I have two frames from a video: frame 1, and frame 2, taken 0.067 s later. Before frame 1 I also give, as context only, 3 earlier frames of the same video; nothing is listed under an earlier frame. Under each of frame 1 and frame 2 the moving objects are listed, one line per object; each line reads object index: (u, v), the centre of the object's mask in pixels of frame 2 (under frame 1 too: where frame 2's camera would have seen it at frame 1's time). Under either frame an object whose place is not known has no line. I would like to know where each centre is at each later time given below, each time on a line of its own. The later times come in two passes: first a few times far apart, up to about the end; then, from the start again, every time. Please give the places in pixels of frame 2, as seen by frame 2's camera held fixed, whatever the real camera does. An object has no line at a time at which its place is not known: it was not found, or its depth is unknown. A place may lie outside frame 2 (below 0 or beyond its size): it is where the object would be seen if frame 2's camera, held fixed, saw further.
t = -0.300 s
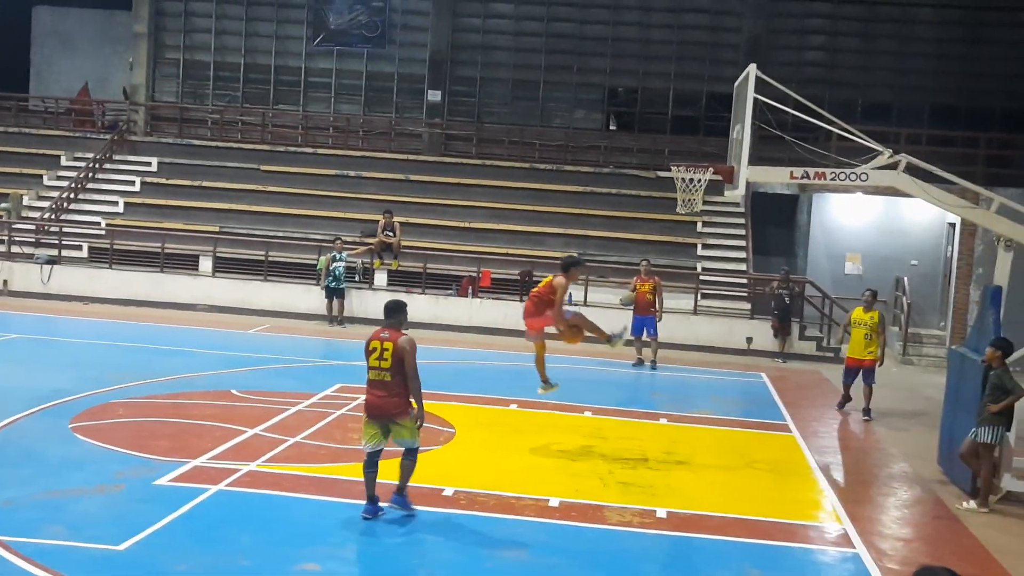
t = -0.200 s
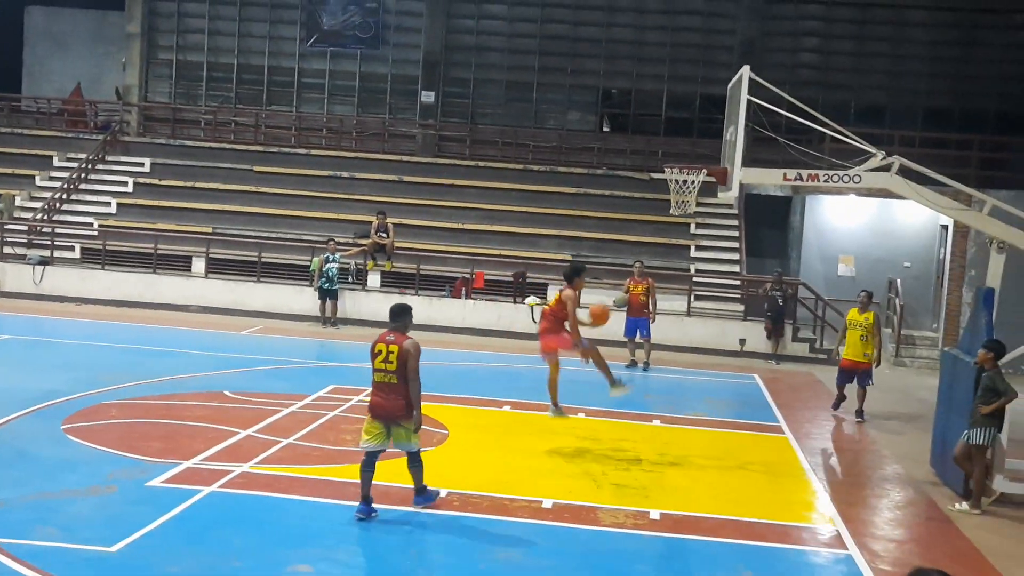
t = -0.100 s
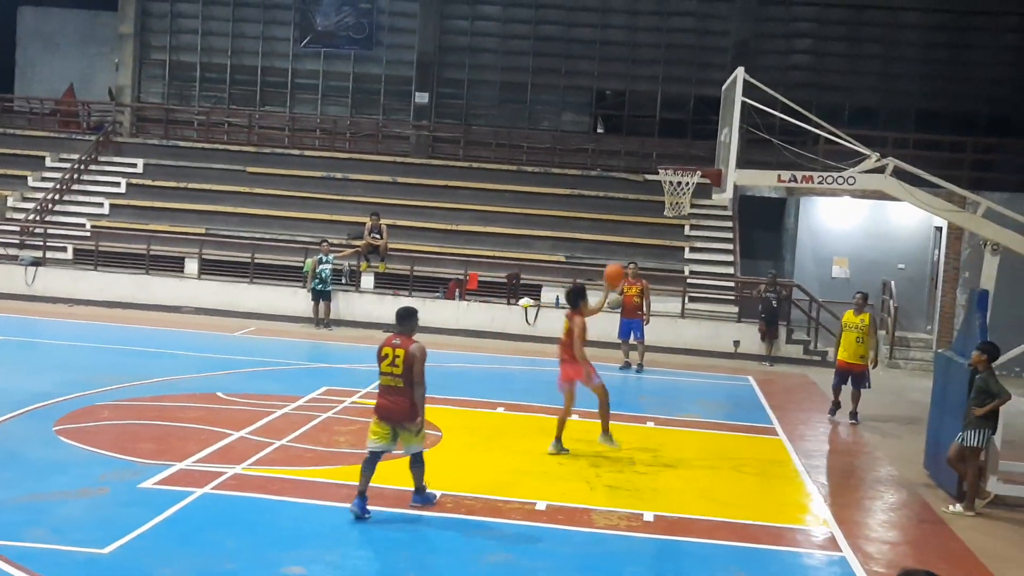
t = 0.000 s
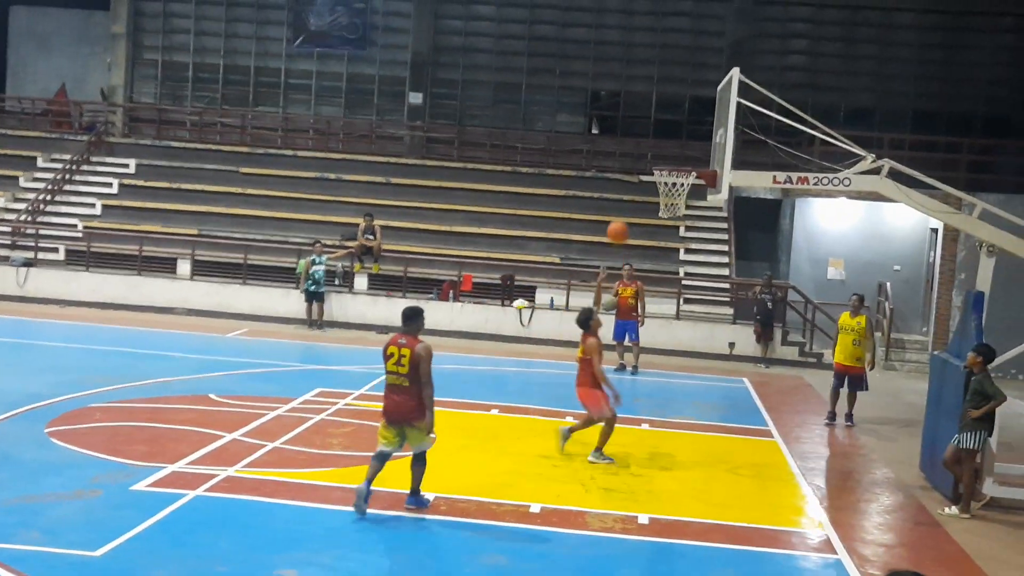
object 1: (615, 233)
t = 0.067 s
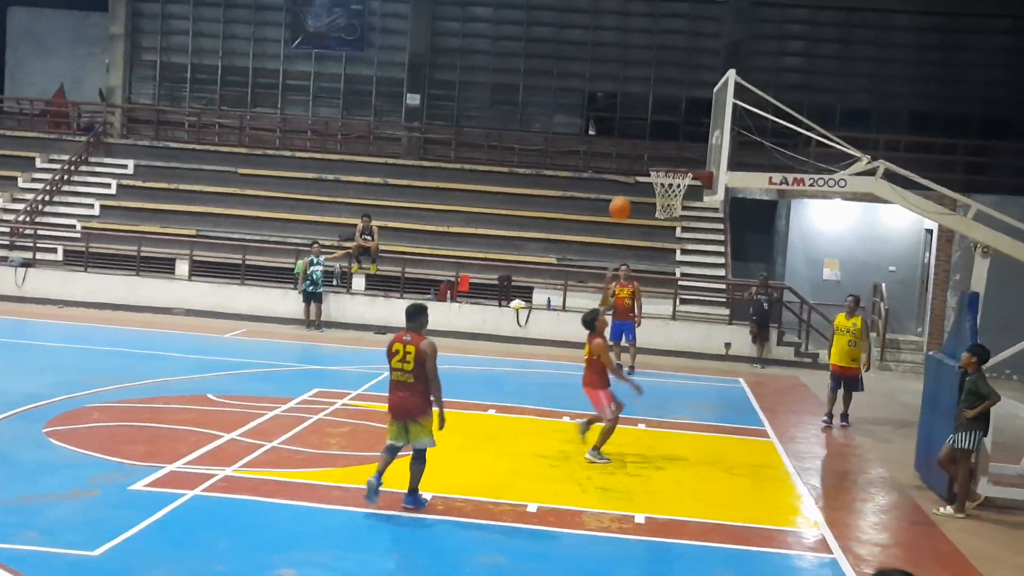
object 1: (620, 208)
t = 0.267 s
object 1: (635, 160)
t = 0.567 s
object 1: (652, 154)
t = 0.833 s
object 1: (668, 174)
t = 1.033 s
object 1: (675, 220)
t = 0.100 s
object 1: (622, 198)
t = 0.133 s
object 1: (625, 188)
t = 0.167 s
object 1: (628, 180)
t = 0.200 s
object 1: (630, 172)
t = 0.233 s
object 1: (633, 165)
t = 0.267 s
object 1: (635, 160)
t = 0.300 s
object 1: (638, 155)
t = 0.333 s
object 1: (640, 151)
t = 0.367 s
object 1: (642, 149)
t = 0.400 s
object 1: (644, 147)
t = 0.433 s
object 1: (646, 146)
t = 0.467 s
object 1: (647, 147)
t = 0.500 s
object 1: (649, 148)
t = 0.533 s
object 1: (651, 151)
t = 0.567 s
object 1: (652, 154)
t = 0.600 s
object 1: (654, 157)
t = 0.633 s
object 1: (657, 157)
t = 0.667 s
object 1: (659, 157)
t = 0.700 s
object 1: (661, 158)
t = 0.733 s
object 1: (663, 160)
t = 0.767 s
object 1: (665, 161)
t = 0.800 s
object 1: (666, 165)
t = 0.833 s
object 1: (668, 174)
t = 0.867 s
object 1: (670, 181)
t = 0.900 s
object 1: (670, 185)
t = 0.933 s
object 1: (673, 195)
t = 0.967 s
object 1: (674, 203)
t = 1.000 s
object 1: (675, 211)
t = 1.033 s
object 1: (675, 220)
